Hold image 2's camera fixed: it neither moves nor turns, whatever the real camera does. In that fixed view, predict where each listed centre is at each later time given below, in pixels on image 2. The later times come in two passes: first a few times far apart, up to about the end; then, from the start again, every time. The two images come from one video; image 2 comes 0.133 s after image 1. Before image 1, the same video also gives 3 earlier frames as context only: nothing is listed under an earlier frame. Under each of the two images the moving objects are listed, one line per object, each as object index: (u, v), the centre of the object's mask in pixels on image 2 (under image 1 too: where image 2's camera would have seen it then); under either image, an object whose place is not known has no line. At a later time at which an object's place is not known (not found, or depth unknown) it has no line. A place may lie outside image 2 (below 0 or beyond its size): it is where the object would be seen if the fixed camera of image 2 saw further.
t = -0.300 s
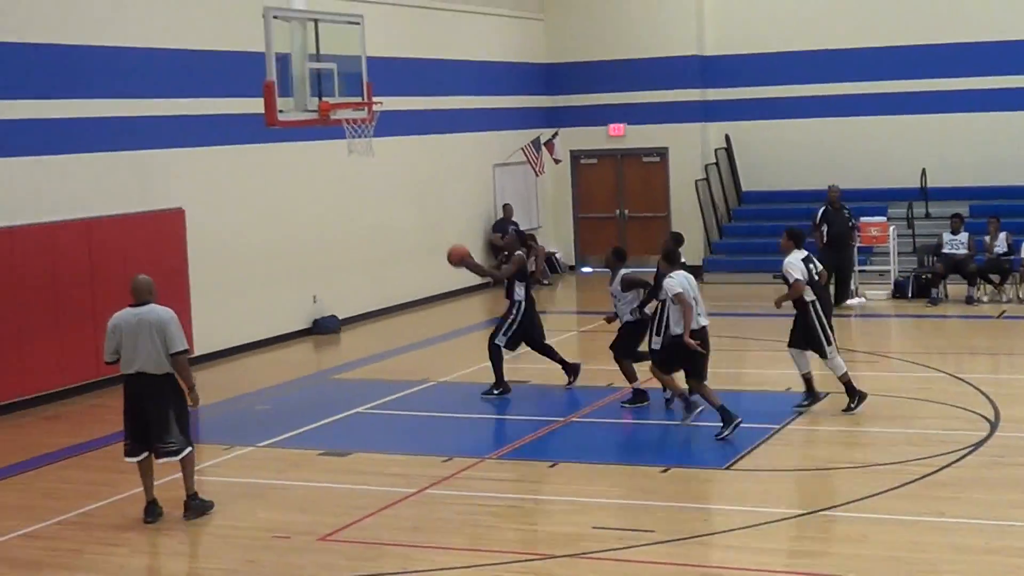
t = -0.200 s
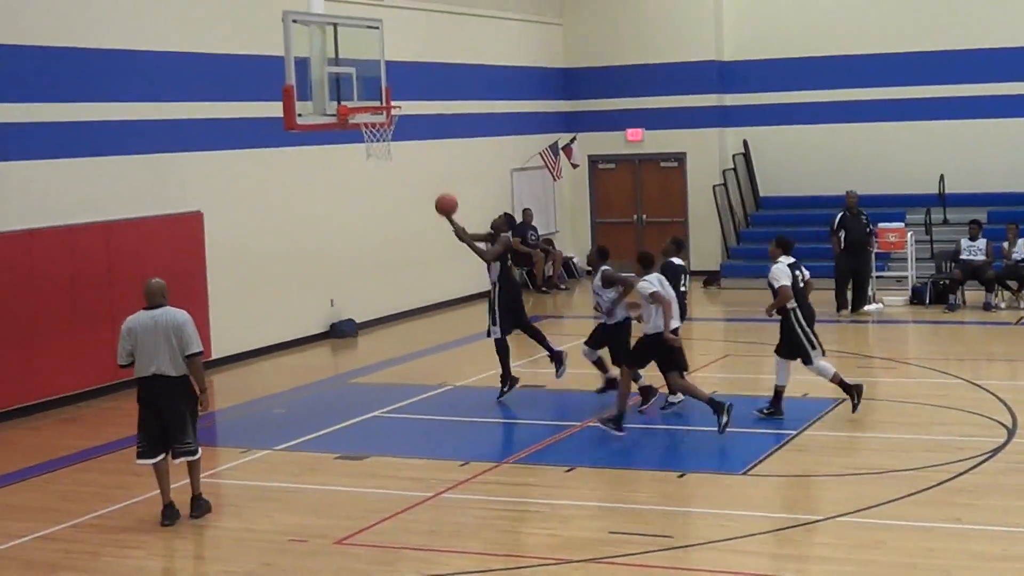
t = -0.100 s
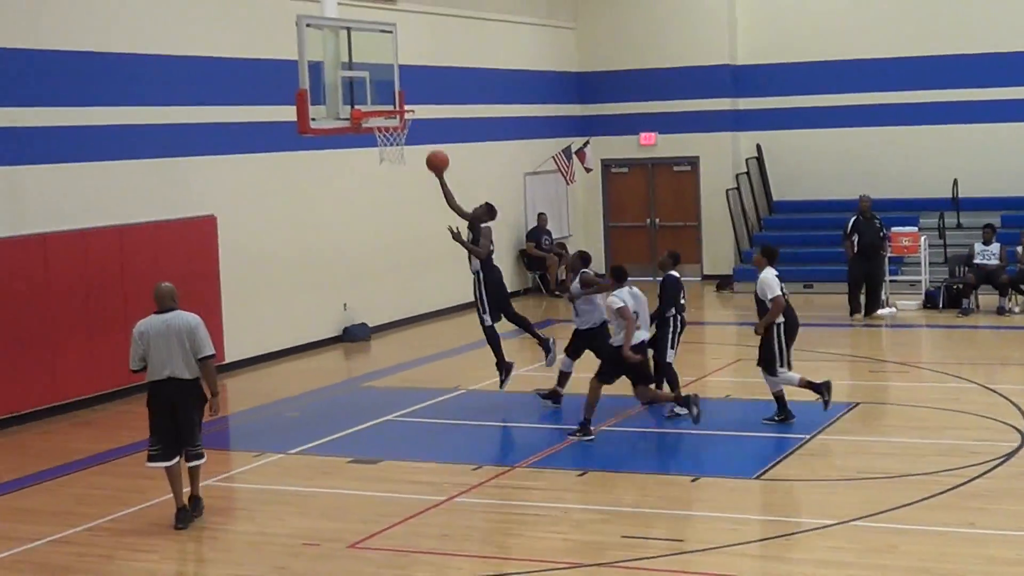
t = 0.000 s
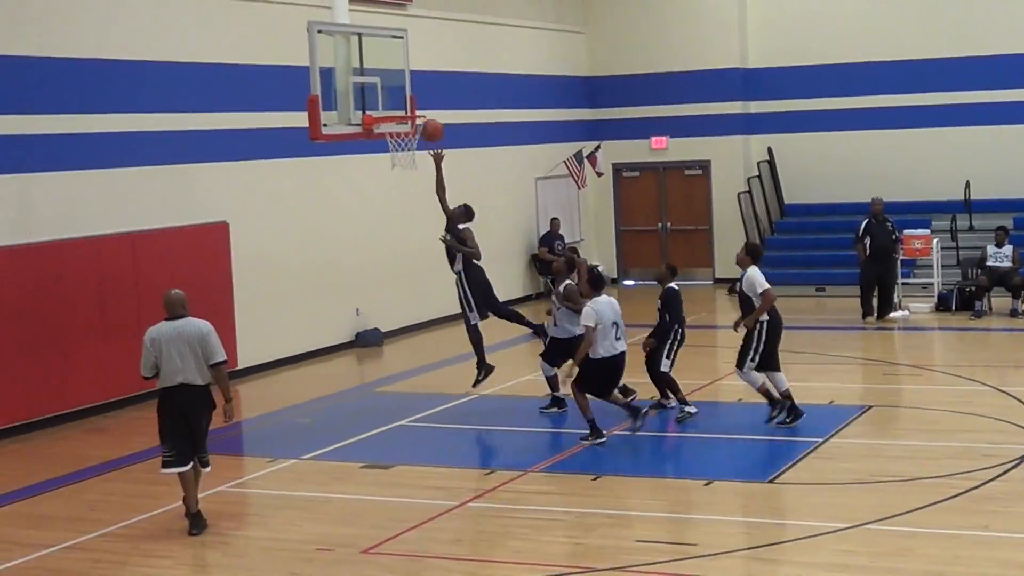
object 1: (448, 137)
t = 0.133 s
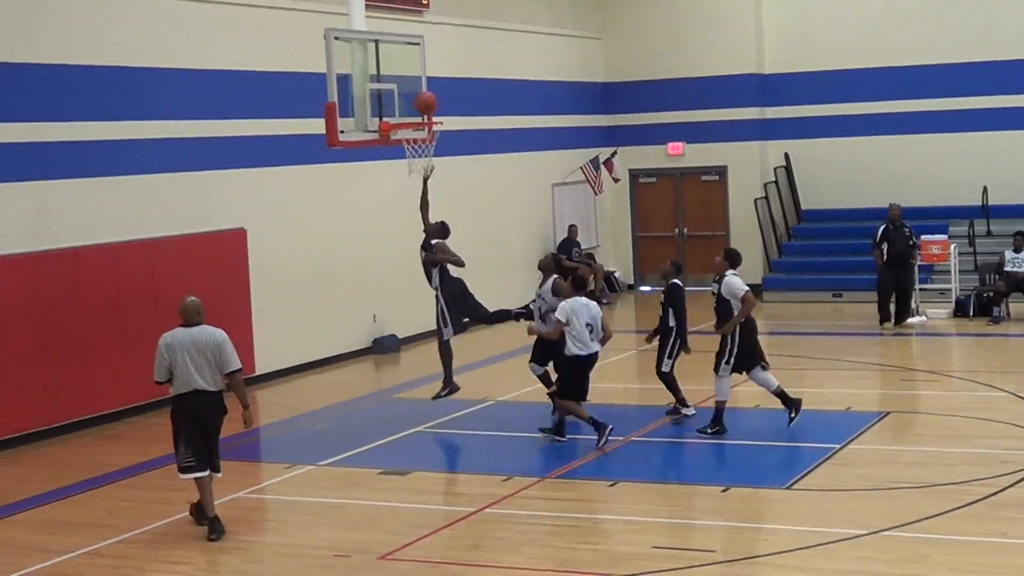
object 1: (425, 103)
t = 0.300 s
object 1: (409, 85)
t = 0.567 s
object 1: (420, 111)
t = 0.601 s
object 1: (420, 119)
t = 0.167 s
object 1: (419, 98)
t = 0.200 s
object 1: (414, 93)
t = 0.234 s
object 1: (408, 89)
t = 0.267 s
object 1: (408, 86)
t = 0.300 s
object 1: (409, 85)
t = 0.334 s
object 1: (410, 84)
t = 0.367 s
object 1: (411, 85)
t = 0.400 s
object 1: (412, 86)
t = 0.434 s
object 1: (413, 88)
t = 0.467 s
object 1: (414, 93)
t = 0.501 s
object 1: (416, 99)
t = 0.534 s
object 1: (418, 105)
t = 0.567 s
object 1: (420, 111)
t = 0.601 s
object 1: (420, 119)
